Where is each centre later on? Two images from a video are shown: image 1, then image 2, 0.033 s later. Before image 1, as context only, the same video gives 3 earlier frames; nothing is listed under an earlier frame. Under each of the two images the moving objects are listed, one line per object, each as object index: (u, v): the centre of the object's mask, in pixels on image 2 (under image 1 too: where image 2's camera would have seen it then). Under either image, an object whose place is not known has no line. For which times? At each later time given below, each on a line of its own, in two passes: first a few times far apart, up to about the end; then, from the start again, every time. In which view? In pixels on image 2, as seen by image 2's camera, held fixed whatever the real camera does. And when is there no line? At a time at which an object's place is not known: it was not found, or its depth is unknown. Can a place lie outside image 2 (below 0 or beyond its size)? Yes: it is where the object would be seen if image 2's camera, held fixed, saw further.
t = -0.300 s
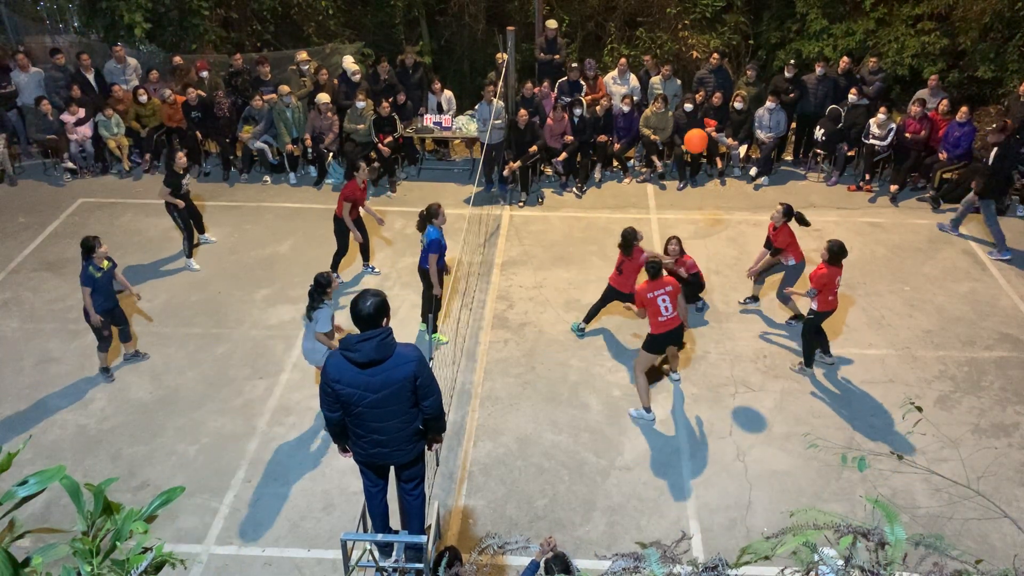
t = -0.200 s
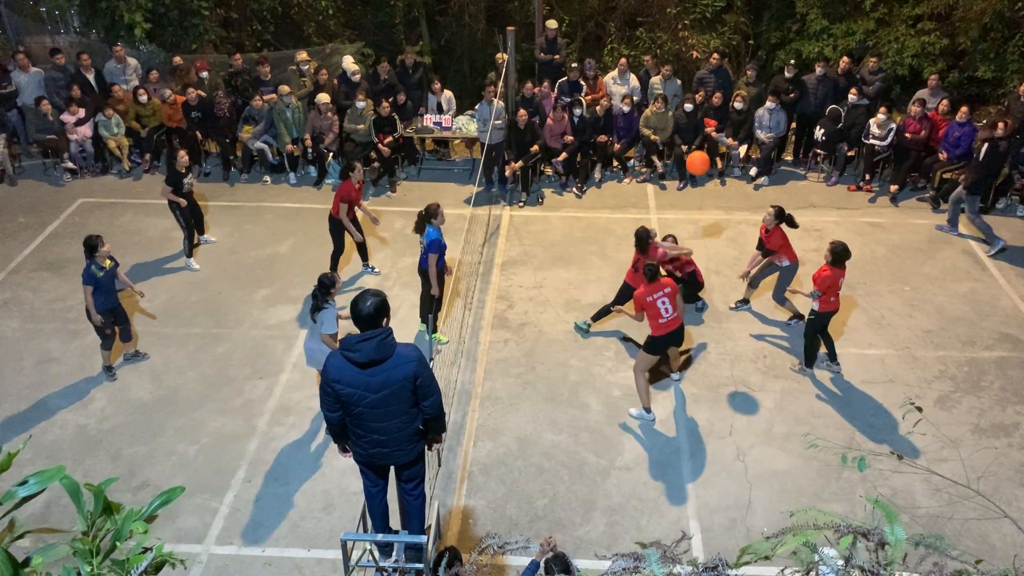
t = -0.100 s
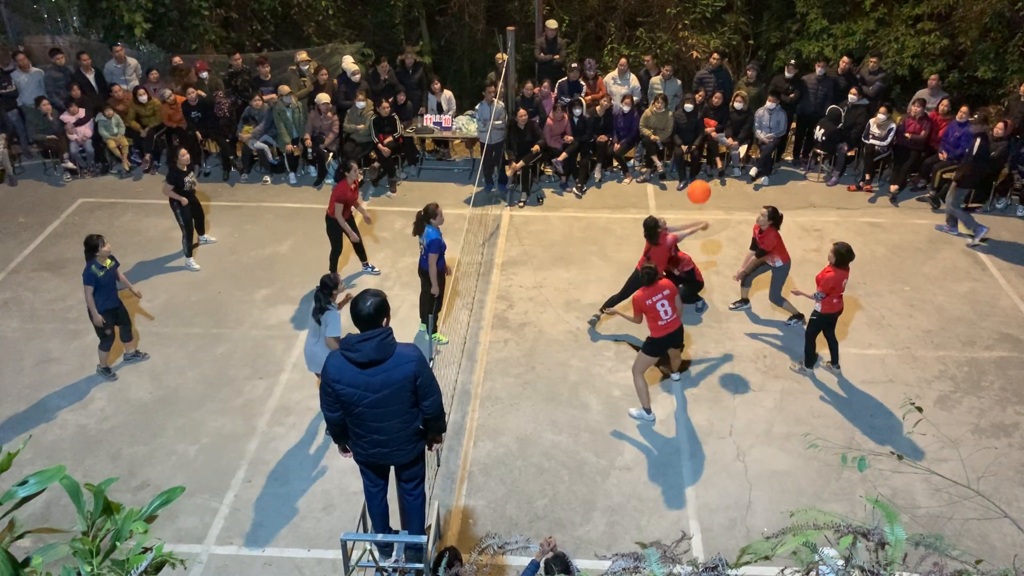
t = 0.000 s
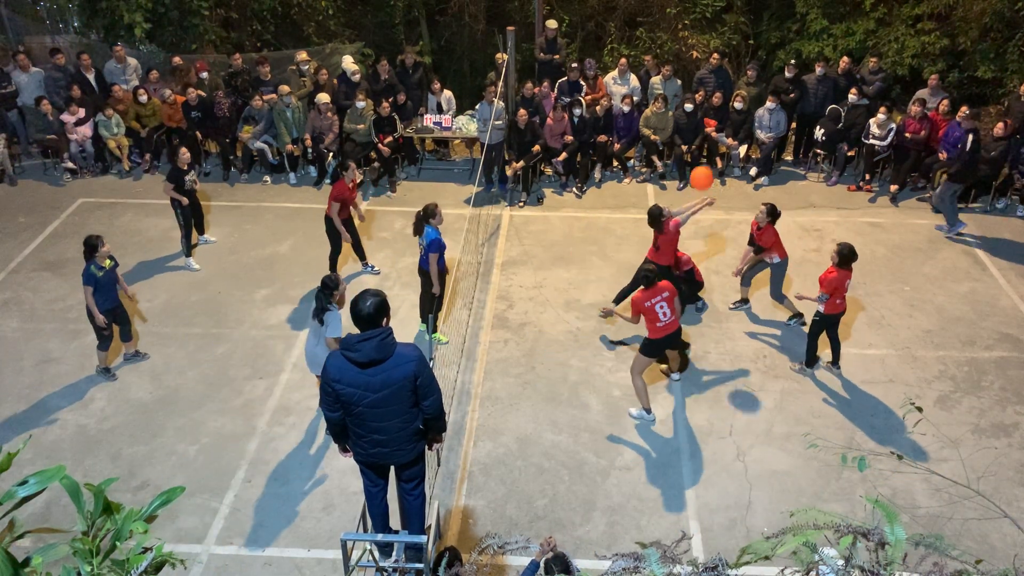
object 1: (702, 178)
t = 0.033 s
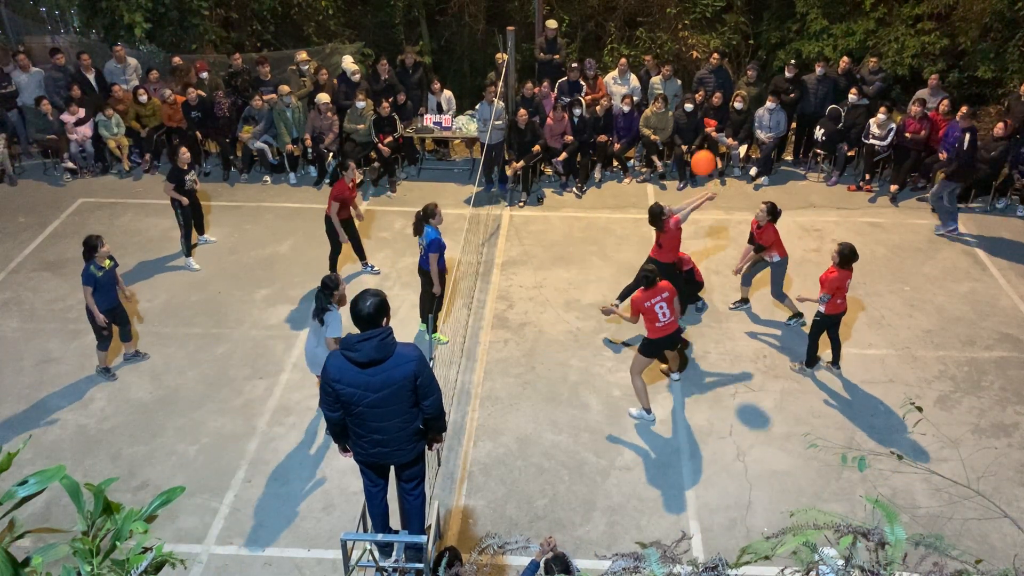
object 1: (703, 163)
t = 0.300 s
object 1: (711, 60)
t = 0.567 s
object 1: (714, 20)
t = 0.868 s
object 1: (706, 70)
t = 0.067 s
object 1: (704, 148)
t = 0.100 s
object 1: (705, 132)
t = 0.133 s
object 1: (706, 119)
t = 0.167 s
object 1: (707, 106)
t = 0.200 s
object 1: (709, 93)
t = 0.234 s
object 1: (709, 81)
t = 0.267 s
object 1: (711, 70)
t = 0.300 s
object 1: (711, 60)
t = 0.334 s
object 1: (712, 52)
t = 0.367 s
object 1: (713, 43)
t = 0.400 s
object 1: (713, 37)
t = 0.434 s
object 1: (714, 31)
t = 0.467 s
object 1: (714, 27)
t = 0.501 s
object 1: (714, 23)
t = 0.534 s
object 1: (714, 21)
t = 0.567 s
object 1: (714, 20)
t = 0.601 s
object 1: (714, 21)
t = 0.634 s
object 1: (713, 23)
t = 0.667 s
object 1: (712, 26)
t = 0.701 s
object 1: (712, 30)
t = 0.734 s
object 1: (711, 36)
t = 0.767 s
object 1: (710, 42)
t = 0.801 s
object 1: (708, 51)
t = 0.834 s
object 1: (707, 59)
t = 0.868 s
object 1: (706, 70)
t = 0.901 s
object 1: (704, 81)
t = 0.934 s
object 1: (703, 93)
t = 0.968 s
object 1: (701, 107)
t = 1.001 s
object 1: (699, 122)
